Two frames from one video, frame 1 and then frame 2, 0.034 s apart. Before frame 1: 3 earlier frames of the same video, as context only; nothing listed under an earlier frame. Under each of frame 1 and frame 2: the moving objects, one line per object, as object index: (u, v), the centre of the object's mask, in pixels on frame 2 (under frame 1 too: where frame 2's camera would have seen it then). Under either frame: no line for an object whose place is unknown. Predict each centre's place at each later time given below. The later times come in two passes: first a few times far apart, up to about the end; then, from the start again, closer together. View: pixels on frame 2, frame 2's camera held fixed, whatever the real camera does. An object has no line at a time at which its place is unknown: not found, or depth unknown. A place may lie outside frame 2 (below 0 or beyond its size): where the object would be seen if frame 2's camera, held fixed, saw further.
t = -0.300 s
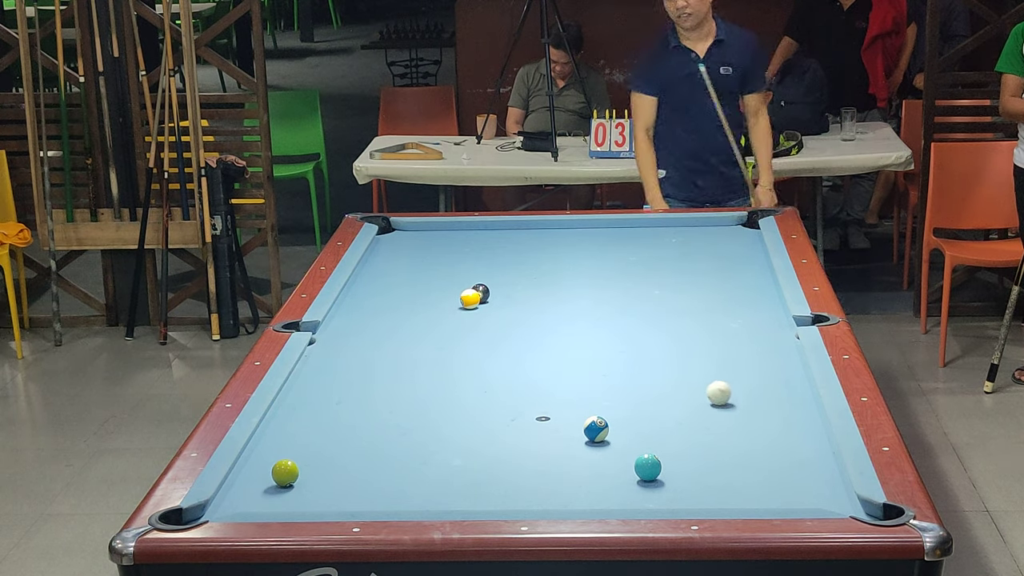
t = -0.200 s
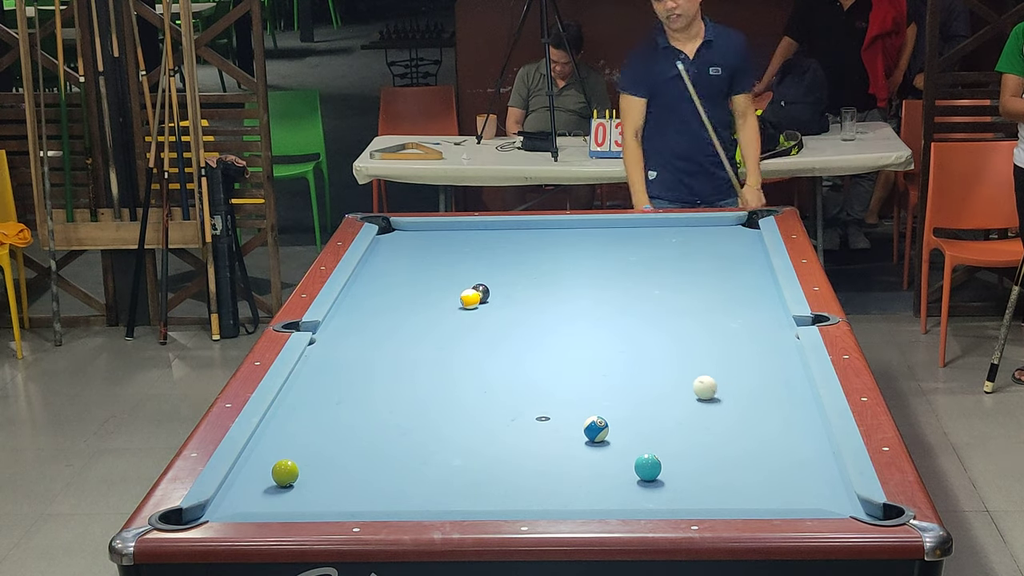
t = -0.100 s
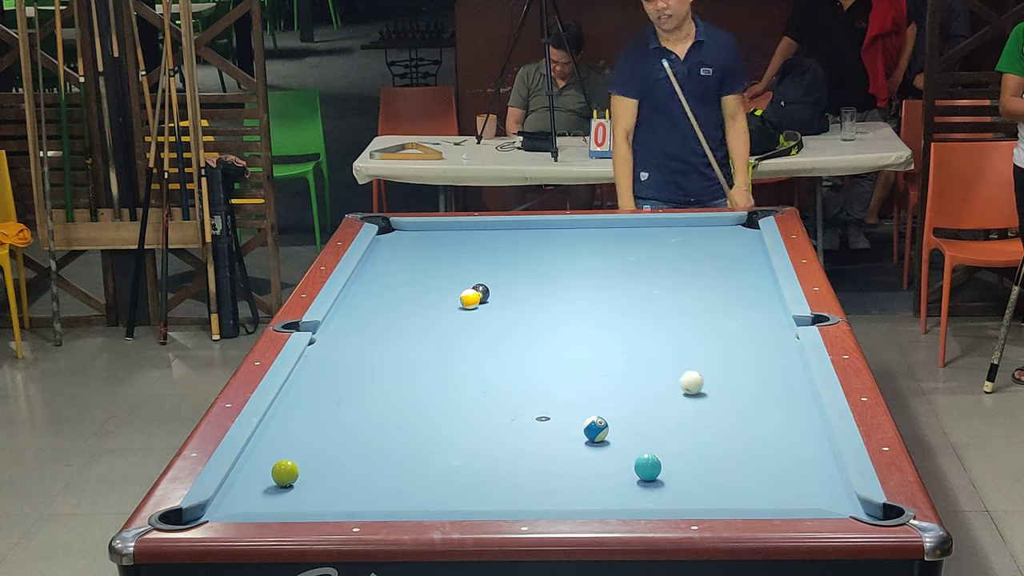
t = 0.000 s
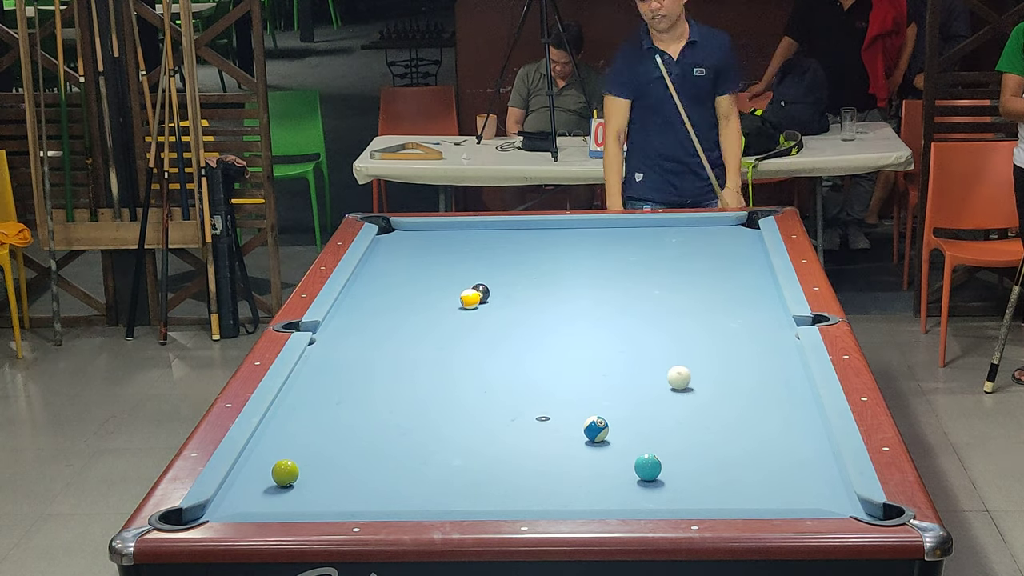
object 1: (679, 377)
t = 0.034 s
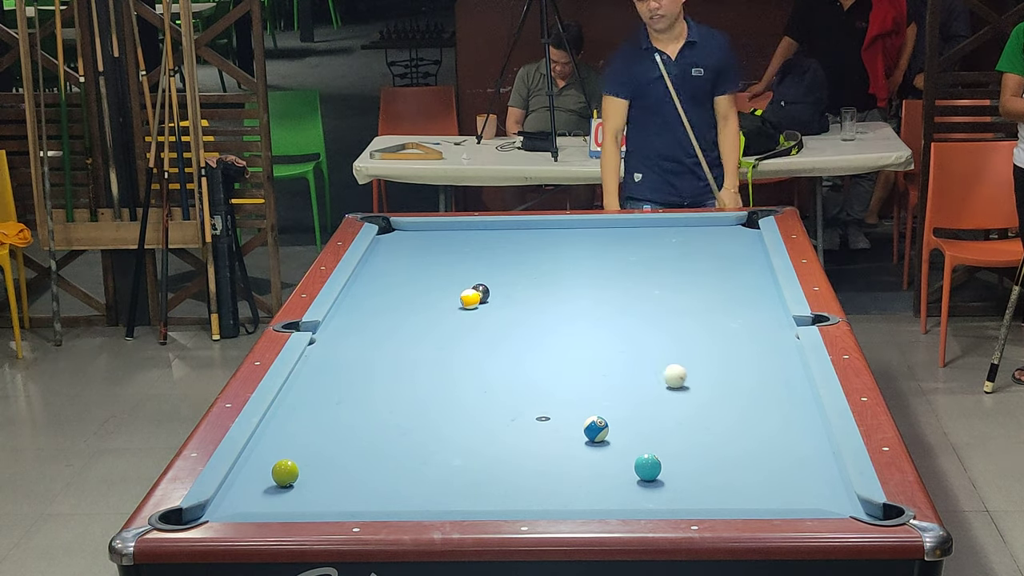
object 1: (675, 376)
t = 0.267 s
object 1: (647, 366)
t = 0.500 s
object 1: (622, 356)
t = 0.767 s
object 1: (596, 347)
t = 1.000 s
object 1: (575, 339)
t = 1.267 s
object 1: (554, 332)
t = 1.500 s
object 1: (537, 326)
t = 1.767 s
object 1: (520, 319)
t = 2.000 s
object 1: (507, 315)
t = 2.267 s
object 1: (494, 310)
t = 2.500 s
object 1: (484, 306)
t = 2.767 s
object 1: (476, 303)
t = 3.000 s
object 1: (473, 303)
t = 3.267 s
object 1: (473, 303)
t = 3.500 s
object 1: (473, 303)
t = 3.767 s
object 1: (473, 303)
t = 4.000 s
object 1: (474, 303)
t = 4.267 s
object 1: (474, 303)
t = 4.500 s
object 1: (474, 303)
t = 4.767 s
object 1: (474, 303)
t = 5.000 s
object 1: (474, 303)
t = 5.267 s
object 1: (474, 303)
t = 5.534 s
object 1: (473, 303)
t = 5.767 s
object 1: (473, 303)
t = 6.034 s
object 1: (473, 303)
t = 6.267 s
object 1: (473, 303)
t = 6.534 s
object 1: (473, 303)
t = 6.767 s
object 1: (473, 304)
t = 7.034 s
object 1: (473, 303)
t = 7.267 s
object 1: (473, 303)
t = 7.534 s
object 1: (473, 303)
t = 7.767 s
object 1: (473, 303)
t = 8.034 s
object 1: (473, 303)
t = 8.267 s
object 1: (474, 303)
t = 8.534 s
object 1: (474, 303)
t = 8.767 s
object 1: (473, 303)
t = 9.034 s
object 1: (473, 303)
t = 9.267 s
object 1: (473, 303)
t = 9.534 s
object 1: (473, 303)
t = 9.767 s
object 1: (473, 303)
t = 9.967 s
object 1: (473, 303)
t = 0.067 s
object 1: (670, 374)
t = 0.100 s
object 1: (666, 373)
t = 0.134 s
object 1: (662, 371)
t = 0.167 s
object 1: (658, 370)
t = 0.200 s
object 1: (655, 368)
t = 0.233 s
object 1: (651, 367)
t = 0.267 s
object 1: (647, 366)
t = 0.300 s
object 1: (644, 364)
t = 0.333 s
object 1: (640, 363)
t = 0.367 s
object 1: (636, 362)
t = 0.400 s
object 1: (632, 360)
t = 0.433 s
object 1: (629, 359)
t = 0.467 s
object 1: (625, 357)
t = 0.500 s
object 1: (622, 356)
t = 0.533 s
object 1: (618, 355)
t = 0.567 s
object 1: (615, 354)
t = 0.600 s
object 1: (612, 353)
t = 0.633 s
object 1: (609, 352)
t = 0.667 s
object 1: (605, 350)
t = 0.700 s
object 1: (602, 349)
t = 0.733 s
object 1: (599, 348)
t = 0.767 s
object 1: (596, 347)
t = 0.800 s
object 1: (593, 346)
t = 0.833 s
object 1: (590, 345)
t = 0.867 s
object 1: (586, 344)
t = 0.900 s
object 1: (584, 342)
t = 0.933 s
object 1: (581, 341)
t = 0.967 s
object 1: (578, 341)
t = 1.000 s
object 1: (575, 339)
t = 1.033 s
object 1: (572, 338)
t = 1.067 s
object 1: (570, 338)
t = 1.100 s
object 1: (567, 337)
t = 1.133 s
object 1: (564, 335)
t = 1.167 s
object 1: (561, 334)
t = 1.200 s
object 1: (559, 334)
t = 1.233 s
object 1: (556, 333)
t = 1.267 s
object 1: (554, 332)
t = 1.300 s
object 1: (551, 331)
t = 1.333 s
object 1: (549, 330)
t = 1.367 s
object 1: (546, 329)
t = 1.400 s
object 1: (544, 328)
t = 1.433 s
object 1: (542, 327)
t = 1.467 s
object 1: (539, 326)
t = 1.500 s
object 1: (537, 326)
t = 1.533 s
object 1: (535, 325)
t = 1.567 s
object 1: (533, 324)
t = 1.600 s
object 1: (531, 323)
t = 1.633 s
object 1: (529, 322)
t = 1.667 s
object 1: (526, 322)
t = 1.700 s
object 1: (524, 321)
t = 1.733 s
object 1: (522, 320)
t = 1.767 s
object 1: (520, 319)
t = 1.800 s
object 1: (518, 319)
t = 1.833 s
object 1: (516, 318)
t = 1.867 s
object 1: (514, 317)
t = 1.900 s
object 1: (513, 317)
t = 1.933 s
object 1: (511, 316)
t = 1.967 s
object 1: (509, 315)
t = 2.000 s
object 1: (507, 315)
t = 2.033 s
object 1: (506, 314)
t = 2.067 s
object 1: (504, 313)
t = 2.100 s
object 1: (502, 313)
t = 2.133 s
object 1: (501, 312)
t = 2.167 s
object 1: (499, 312)
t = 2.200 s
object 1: (498, 311)
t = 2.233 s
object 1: (496, 311)
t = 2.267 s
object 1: (494, 310)
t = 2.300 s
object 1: (493, 309)
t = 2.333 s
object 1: (491, 309)
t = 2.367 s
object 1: (490, 308)
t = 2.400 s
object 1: (488, 308)
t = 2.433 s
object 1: (487, 307)
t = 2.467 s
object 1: (485, 307)
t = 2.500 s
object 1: (484, 306)
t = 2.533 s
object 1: (483, 305)
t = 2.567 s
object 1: (482, 305)
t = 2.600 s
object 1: (480, 304)
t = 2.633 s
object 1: (479, 304)
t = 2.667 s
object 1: (478, 304)
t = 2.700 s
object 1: (477, 303)
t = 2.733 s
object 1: (477, 303)
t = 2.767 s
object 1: (476, 303)
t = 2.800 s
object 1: (476, 303)
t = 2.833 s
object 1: (475, 303)
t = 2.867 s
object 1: (475, 303)
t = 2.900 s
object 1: (475, 303)
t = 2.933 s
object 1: (474, 303)
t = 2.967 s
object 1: (474, 303)
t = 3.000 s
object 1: (473, 303)
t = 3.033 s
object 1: (473, 303)
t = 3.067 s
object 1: (472, 302)
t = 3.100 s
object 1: (471, 302)
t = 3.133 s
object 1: (473, 303)
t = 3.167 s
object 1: (473, 303)
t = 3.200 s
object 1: (473, 303)
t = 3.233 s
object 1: (473, 303)
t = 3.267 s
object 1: (473, 303)
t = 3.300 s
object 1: (473, 303)
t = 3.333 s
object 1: (473, 303)
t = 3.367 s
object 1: (473, 303)
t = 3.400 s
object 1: (473, 303)
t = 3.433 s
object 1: (473, 303)
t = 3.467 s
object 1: (473, 303)
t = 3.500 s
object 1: (473, 303)
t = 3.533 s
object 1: (473, 303)
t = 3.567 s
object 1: (473, 303)
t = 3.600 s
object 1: (473, 303)
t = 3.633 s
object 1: (474, 303)
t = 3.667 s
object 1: (474, 303)
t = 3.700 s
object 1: (473, 303)
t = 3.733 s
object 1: (473, 303)
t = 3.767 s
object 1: (473, 303)
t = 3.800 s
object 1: (473, 303)
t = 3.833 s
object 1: (473, 303)
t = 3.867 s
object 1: (473, 303)
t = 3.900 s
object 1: (474, 303)
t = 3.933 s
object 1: (474, 303)
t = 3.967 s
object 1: (473, 303)
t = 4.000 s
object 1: (474, 303)
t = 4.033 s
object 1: (474, 303)
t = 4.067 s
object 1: (474, 303)
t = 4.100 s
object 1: (474, 303)
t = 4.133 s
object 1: (474, 303)
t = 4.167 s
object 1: (474, 303)
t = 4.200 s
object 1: (474, 303)
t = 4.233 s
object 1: (474, 303)
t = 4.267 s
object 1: (474, 303)
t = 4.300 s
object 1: (474, 303)
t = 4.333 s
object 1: (474, 303)
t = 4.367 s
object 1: (473, 303)
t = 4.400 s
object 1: (474, 303)
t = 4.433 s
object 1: (474, 303)
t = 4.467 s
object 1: (473, 303)
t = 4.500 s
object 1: (474, 303)
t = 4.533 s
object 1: (474, 303)
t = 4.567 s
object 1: (474, 303)
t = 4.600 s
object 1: (474, 303)
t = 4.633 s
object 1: (474, 303)
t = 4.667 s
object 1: (474, 303)
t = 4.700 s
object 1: (474, 303)
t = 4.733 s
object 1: (474, 303)
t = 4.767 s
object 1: (474, 303)
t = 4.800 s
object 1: (474, 303)
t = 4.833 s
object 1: (474, 303)
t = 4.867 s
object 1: (474, 303)
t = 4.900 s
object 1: (474, 303)
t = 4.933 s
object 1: (474, 303)
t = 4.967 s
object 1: (474, 303)
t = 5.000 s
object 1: (474, 303)
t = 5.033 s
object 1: (474, 303)
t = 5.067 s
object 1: (474, 303)
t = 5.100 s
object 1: (474, 303)
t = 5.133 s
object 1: (474, 303)
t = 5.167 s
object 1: (474, 303)
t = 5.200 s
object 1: (474, 303)
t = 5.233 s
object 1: (474, 303)
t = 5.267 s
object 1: (474, 303)
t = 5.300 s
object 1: (474, 303)
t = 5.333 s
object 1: (474, 303)
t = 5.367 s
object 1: (474, 303)
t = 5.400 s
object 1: (474, 303)
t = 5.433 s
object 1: (474, 303)
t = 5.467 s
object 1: (474, 303)
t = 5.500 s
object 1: (474, 303)
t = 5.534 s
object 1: (473, 303)
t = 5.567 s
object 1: (473, 303)
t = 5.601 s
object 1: (473, 303)
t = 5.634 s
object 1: (473, 303)
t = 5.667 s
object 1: (473, 303)
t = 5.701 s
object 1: (473, 303)
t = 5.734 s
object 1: (473, 303)
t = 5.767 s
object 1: (473, 303)
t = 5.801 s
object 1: (473, 303)
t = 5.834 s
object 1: (473, 303)
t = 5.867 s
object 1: (473, 303)
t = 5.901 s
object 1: (473, 303)
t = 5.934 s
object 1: (473, 303)
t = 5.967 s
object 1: (473, 303)
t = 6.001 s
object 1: (473, 303)
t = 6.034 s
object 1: (473, 303)
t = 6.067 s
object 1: (473, 303)
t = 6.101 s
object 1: (473, 303)
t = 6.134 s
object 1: (473, 303)
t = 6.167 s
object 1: (473, 303)
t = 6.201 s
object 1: (473, 303)
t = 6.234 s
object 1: (473, 303)
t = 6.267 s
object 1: (473, 303)
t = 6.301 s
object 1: (473, 303)
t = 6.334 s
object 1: (473, 303)
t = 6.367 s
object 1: (473, 303)
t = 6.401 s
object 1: (473, 303)
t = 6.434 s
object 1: (473, 303)
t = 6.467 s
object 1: (473, 303)
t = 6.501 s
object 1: (473, 303)
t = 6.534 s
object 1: (473, 303)
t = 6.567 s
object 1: (473, 303)
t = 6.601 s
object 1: (473, 304)
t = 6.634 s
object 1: (473, 303)
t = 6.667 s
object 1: (473, 303)
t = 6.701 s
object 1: (473, 303)
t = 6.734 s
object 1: (473, 303)
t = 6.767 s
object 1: (473, 304)
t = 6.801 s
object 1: (473, 304)
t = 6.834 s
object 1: (473, 304)
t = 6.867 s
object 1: (473, 303)
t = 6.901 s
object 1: (473, 303)
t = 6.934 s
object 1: (473, 303)
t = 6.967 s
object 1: (473, 303)
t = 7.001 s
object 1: (473, 303)
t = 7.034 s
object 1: (473, 303)
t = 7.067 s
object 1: (473, 303)
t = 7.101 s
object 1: (473, 303)
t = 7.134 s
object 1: (473, 303)
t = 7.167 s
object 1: (473, 303)
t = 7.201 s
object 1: (473, 303)
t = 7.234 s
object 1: (473, 303)
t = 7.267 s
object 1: (473, 303)
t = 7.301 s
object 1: (473, 303)
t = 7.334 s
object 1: (473, 303)
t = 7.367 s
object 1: (473, 303)
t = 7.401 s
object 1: (473, 303)
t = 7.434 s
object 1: (473, 303)
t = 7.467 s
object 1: (473, 303)
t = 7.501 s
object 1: (473, 303)
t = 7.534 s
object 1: (473, 303)
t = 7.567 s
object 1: (473, 303)
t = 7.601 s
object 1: (473, 303)
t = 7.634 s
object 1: (473, 303)
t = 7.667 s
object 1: (473, 303)
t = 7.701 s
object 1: (473, 303)
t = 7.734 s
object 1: (473, 303)
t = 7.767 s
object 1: (473, 303)
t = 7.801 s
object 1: (473, 303)
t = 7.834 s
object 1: (473, 303)
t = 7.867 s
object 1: (473, 303)
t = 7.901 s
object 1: (473, 303)
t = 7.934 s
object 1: (473, 303)
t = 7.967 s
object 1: (473, 303)
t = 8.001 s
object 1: (473, 303)
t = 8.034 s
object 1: (473, 303)
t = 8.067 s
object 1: (473, 303)
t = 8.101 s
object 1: (473, 303)
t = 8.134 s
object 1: (473, 303)
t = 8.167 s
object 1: (473, 304)
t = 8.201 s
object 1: (474, 303)
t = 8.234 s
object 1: (473, 303)
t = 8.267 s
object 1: (474, 303)
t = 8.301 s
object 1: (474, 303)
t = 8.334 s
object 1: (474, 304)
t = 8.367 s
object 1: (475, 300)
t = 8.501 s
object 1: (473, 302)
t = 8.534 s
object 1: (474, 303)
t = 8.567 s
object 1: (473, 303)
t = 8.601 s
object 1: (473, 303)
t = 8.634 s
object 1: (473, 303)
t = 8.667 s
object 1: (473, 303)
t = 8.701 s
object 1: (473, 303)
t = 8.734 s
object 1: (473, 303)
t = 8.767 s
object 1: (473, 303)
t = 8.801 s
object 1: (473, 303)
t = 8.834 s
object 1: (473, 303)
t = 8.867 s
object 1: (473, 303)
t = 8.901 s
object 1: (473, 303)
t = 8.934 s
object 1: (473, 303)
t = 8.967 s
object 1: (473, 303)
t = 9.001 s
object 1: (473, 303)
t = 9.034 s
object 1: (473, 303)
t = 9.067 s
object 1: (473, 303)
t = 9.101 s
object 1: (473, 303)
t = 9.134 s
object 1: (473, 303)
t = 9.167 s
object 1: (473, 303)
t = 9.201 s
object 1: (473, 303)
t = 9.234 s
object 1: (473, 303)
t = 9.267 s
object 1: (473, 303)
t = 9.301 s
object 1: (473, 303)
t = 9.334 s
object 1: (473, 303)
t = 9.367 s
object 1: (473, 303)
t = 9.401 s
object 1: (473, 303)
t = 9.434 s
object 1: (473, 303)
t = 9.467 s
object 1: (473, 303)
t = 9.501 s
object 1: (473, 303)
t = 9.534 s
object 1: (473, 303)
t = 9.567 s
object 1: (473, 303)
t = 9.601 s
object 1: (473, 303)
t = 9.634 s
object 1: (473, 303)
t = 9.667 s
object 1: (473, 303)
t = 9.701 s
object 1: (473, 303)
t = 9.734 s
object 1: (473, 303)
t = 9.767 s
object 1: (473, 303)
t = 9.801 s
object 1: (473, 303)
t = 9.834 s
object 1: (473, 303)
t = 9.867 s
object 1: (473, 303)
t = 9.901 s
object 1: (473, 303)
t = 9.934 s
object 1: (473, 303)
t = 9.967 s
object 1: (473, 303)
